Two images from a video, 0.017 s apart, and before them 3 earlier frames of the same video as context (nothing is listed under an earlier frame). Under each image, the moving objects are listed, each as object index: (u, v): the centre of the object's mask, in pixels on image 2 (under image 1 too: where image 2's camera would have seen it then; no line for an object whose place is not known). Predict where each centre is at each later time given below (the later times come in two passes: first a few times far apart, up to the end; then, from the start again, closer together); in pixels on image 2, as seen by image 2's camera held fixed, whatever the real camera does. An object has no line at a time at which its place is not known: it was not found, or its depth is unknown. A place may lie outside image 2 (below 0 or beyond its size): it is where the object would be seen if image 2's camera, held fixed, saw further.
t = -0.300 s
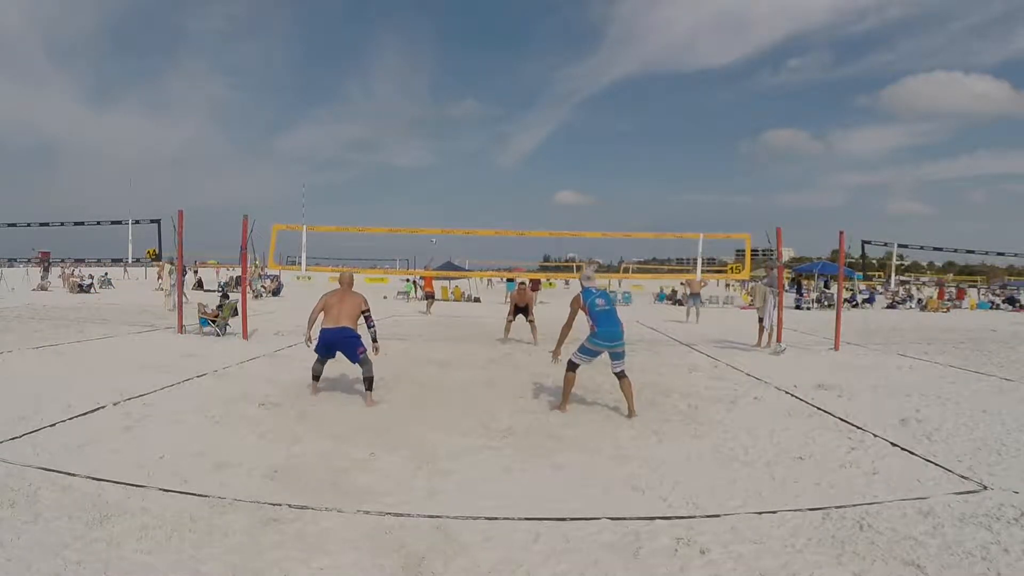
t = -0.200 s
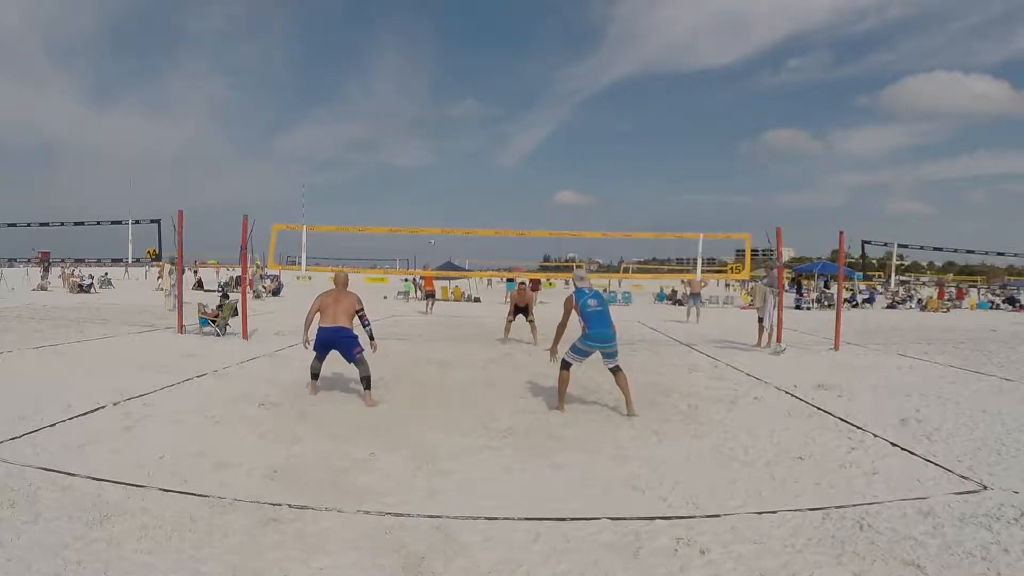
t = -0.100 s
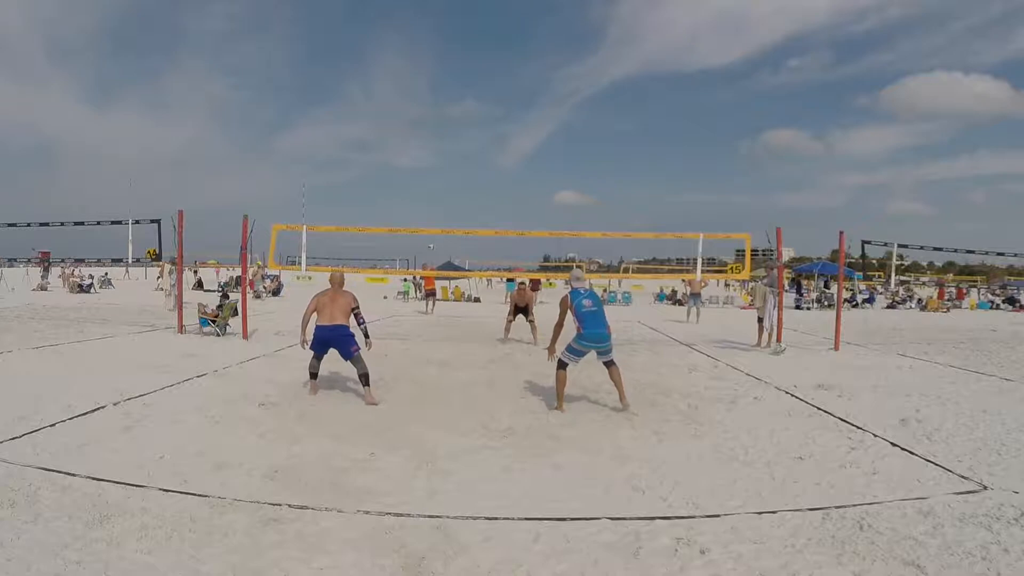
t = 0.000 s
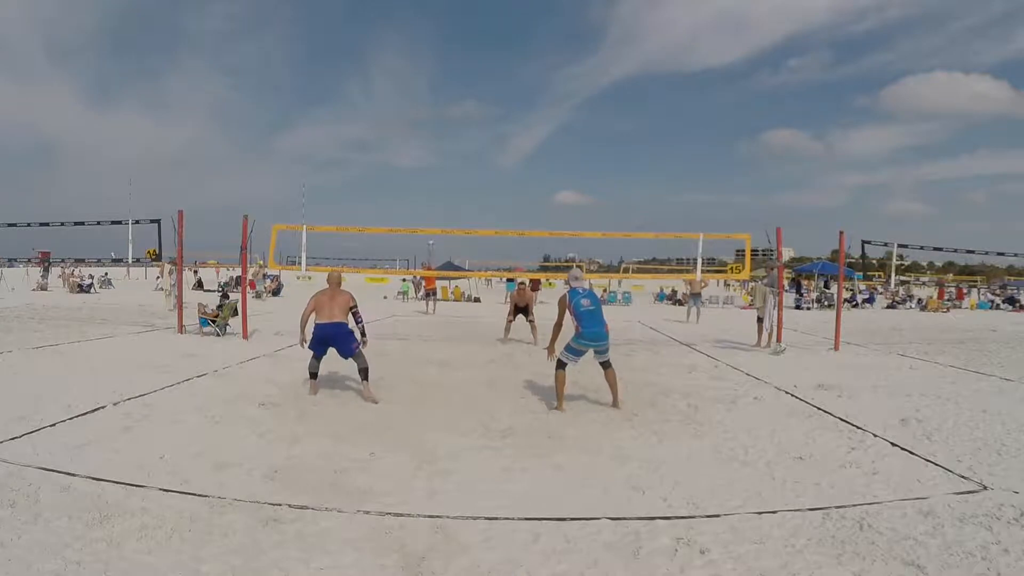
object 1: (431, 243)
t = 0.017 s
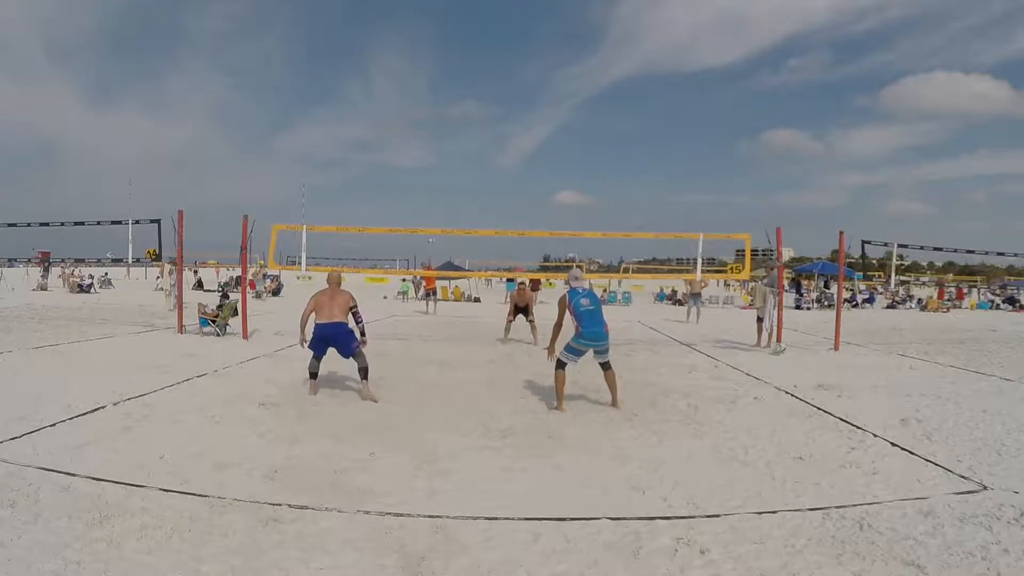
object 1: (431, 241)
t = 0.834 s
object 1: (386, 172)
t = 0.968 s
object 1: (365, 187)
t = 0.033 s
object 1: (431, 239)
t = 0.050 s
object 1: (431, 237)
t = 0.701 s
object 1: (403, 169)
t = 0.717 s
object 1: (401, 169)
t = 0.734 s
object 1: (399, 169)
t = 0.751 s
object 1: (397, 169)
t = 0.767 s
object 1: (395, 169)
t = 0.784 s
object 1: (393, 170)
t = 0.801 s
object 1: (391, 170)
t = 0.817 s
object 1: (389, 171)
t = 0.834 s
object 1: (386, 172)
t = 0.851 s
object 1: (384, 173)
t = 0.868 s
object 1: (382, 174)
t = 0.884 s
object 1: (379, 176)
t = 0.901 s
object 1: (376, 178)
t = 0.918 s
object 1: (373, 180)
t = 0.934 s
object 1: (371, 181)
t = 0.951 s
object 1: (368, 184)
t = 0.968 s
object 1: (365, 187)
